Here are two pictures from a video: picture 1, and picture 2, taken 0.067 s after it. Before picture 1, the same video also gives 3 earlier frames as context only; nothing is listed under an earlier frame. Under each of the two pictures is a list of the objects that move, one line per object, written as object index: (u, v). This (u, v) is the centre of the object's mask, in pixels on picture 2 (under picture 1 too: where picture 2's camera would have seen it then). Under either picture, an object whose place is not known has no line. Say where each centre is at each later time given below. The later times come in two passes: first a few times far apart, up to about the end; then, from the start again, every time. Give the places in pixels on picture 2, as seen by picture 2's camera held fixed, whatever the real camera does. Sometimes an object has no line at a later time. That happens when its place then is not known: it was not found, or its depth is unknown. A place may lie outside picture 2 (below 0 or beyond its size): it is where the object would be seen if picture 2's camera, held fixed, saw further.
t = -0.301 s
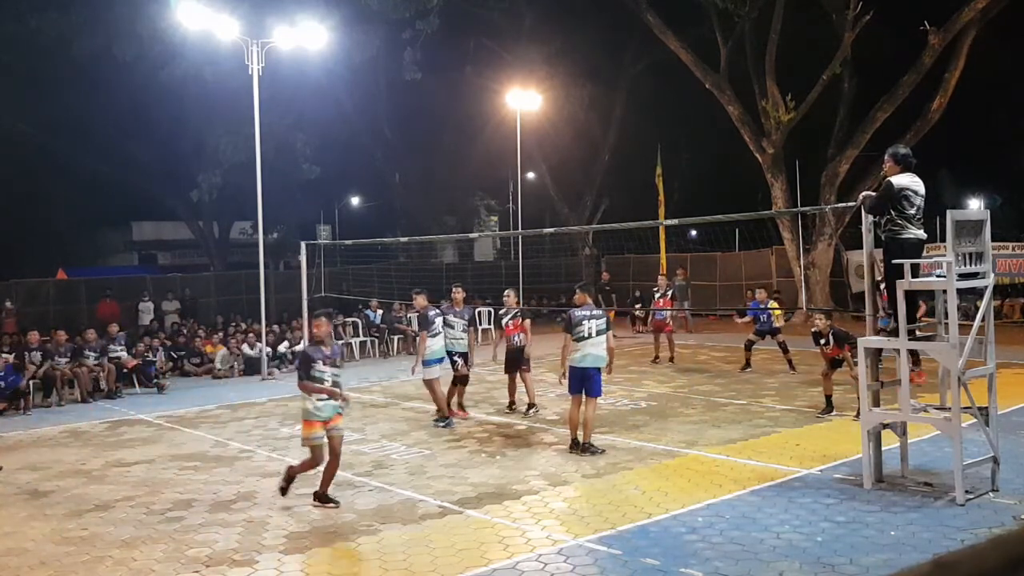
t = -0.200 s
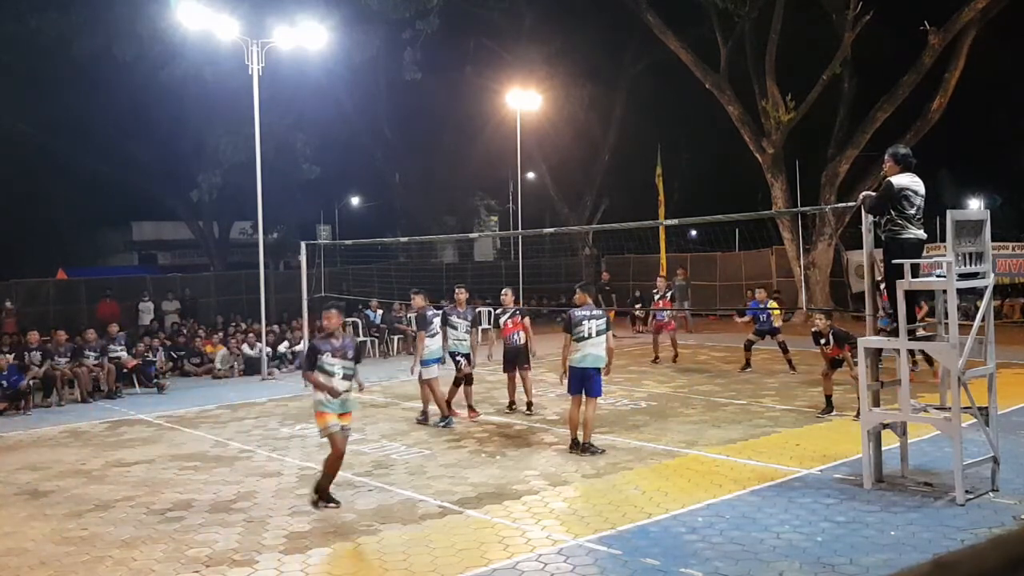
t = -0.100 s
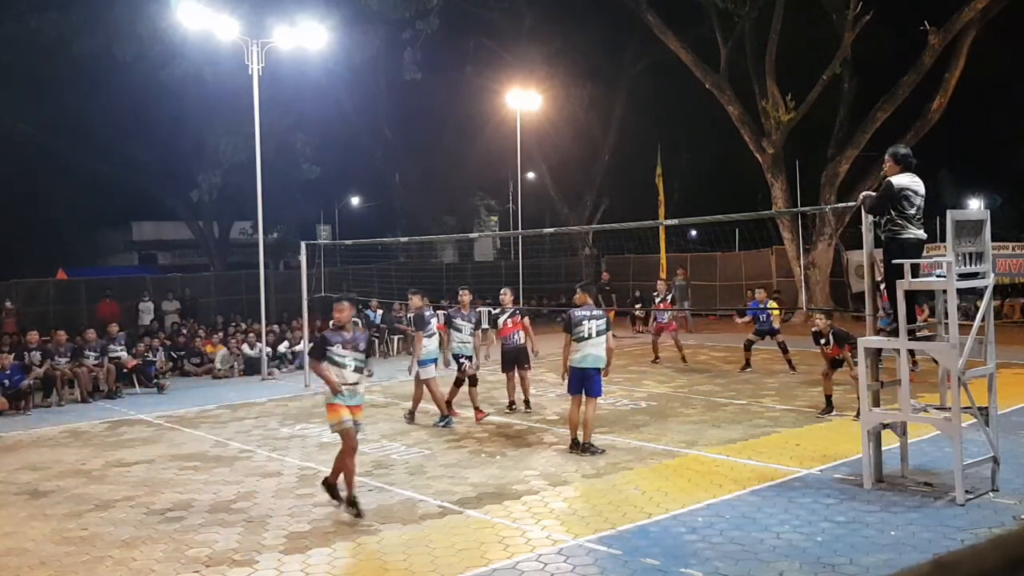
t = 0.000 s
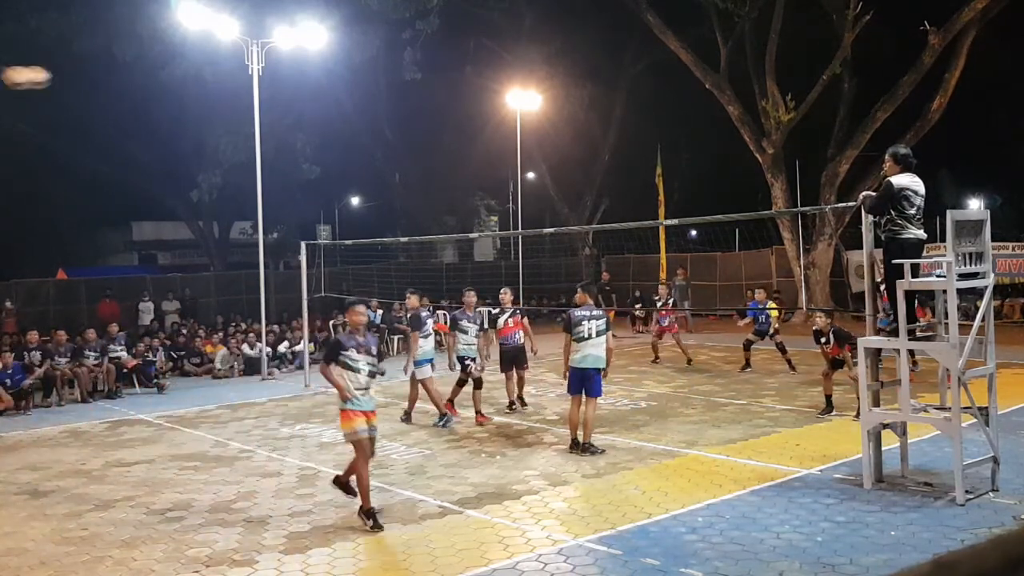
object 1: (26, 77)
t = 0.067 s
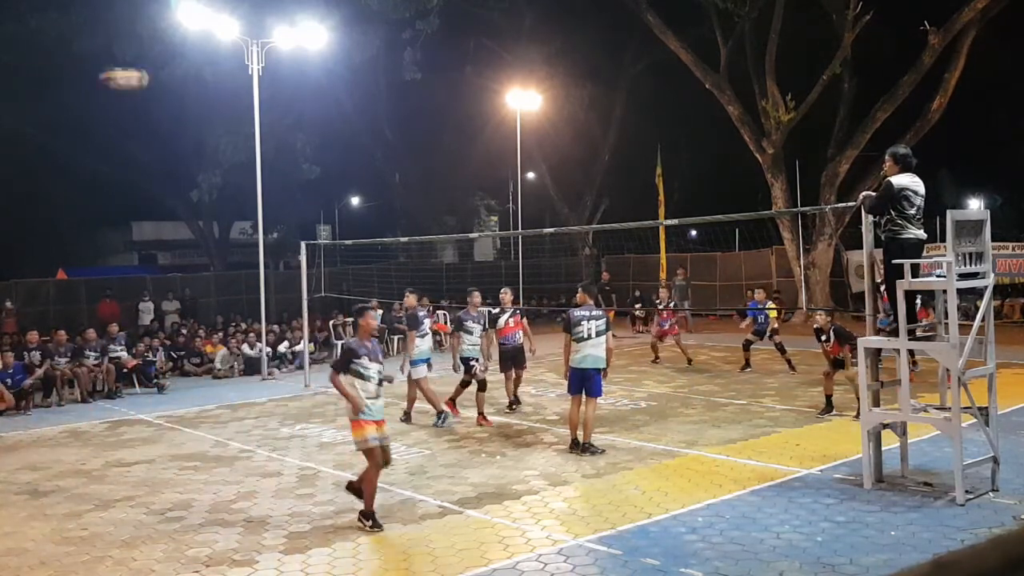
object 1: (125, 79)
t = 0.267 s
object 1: (341, 105)
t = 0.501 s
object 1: (496, 162)
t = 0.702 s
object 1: (586, 221)
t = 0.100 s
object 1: (171, 80)
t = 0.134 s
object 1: (208, 83)
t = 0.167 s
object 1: (241, 87)
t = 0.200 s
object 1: (282, 93)
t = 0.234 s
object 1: (310, 98)
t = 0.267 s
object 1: (341, 105)
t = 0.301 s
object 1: (369, 113)
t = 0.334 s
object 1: (394, 120)
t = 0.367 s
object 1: (418, 128)
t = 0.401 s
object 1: (439, 136)
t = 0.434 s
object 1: (460, 145)
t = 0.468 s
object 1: (480, 154)
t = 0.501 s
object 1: (496, 162)
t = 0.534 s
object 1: (514, 172)
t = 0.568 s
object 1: (531, 182)
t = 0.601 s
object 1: (545, 191)
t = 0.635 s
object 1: (560, 202)
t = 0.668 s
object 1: (574, 213)
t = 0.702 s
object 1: (586, 221)
